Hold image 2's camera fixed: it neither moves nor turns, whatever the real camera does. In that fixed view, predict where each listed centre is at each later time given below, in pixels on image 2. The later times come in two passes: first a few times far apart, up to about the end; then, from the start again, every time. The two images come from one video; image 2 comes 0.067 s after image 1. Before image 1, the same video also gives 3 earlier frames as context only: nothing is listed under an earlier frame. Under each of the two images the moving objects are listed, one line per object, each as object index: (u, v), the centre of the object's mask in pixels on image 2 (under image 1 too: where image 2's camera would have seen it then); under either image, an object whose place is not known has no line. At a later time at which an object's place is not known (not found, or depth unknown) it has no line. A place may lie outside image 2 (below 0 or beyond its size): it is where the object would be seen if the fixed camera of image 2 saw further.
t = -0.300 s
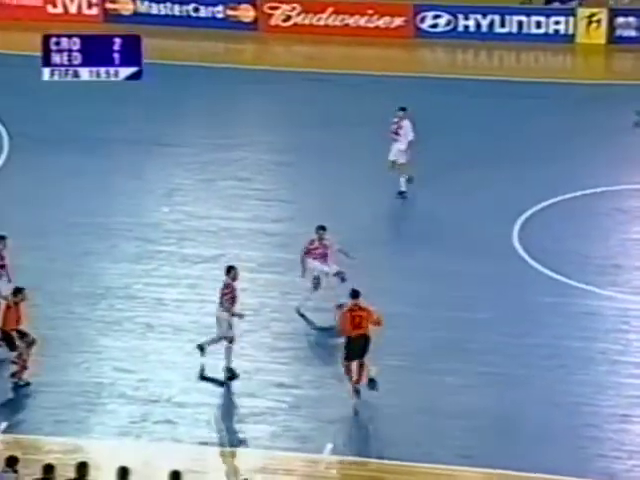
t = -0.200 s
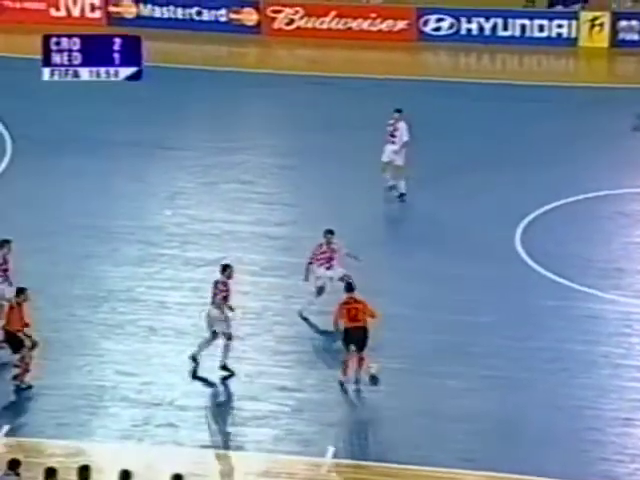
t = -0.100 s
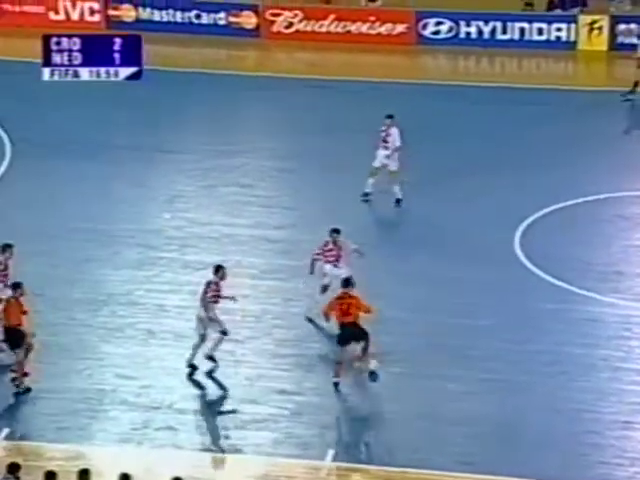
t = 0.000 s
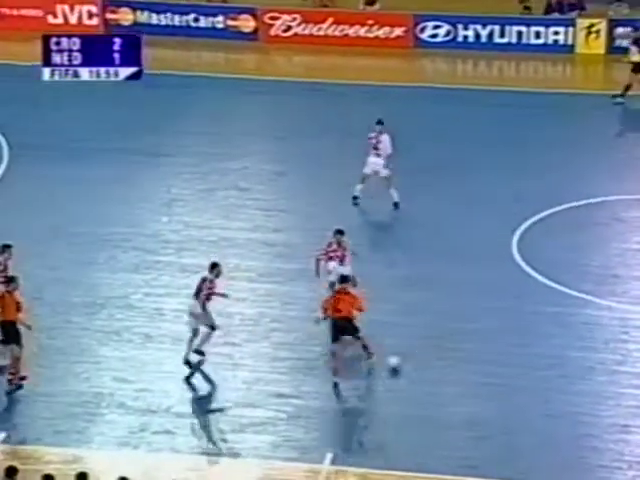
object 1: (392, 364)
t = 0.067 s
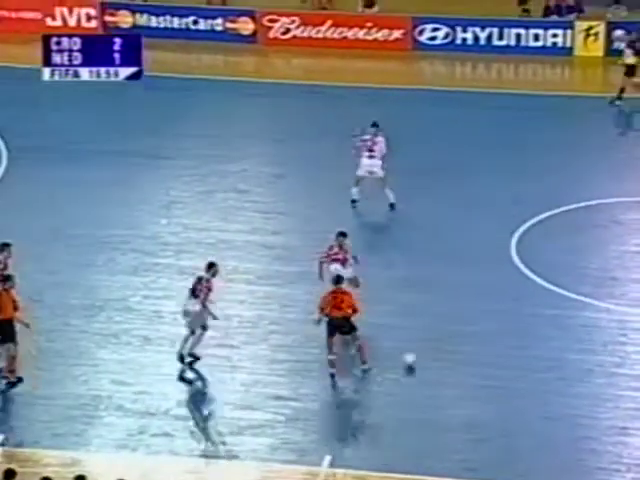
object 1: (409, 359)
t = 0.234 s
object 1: (448, 349)
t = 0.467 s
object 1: (499, 335)
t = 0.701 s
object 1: (547, 321)
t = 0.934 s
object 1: (592, 311)
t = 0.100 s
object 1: (418, 356)
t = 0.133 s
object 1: (426, 355)
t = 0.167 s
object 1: (434, 353)
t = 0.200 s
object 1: (440, 351)
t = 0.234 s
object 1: (448, 349)
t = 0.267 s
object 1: (456, 347)
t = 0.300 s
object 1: (463, 345)
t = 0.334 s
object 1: (471, 344)
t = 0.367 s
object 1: (478, 341)
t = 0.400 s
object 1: (485, 339)
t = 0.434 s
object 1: (493, 337)
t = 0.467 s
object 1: (499, 335)
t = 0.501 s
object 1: (507, 333)
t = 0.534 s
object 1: (514, 331)
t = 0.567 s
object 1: (521, 329)
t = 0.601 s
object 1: (527, 327)
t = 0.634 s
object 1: (534, 325)
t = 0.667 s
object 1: (540, 323)
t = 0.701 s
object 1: (547, 321)
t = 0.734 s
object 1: (553, 320)
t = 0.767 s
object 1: (559, 318)
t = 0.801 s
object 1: (566, 316)
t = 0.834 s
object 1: (573, 315)
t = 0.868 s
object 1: (580, 314)
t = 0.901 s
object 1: (586, 313)
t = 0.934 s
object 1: (592, 311)
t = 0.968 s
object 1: (599, 311)
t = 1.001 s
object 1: (606, 310)
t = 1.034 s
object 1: (612, 311)
